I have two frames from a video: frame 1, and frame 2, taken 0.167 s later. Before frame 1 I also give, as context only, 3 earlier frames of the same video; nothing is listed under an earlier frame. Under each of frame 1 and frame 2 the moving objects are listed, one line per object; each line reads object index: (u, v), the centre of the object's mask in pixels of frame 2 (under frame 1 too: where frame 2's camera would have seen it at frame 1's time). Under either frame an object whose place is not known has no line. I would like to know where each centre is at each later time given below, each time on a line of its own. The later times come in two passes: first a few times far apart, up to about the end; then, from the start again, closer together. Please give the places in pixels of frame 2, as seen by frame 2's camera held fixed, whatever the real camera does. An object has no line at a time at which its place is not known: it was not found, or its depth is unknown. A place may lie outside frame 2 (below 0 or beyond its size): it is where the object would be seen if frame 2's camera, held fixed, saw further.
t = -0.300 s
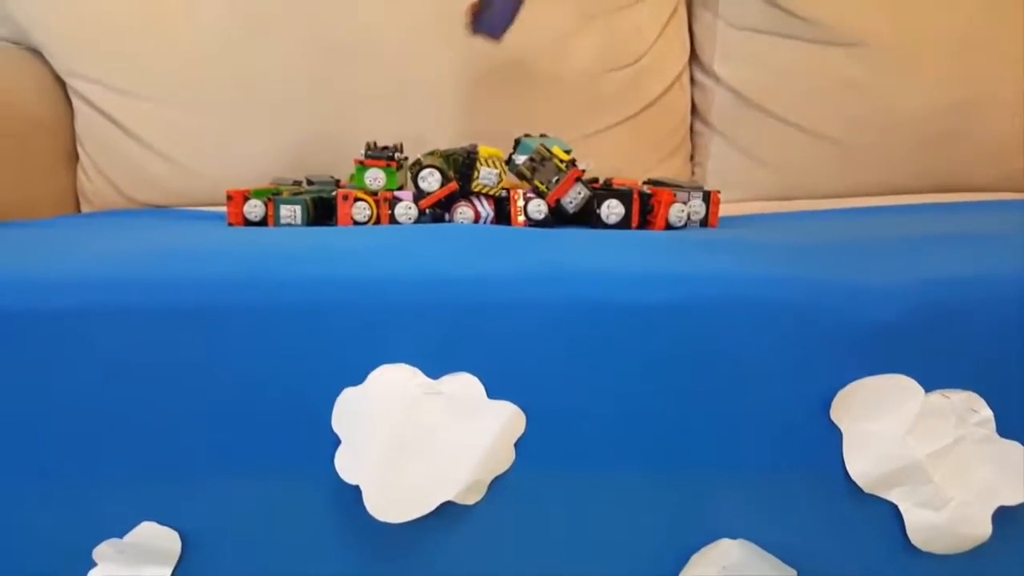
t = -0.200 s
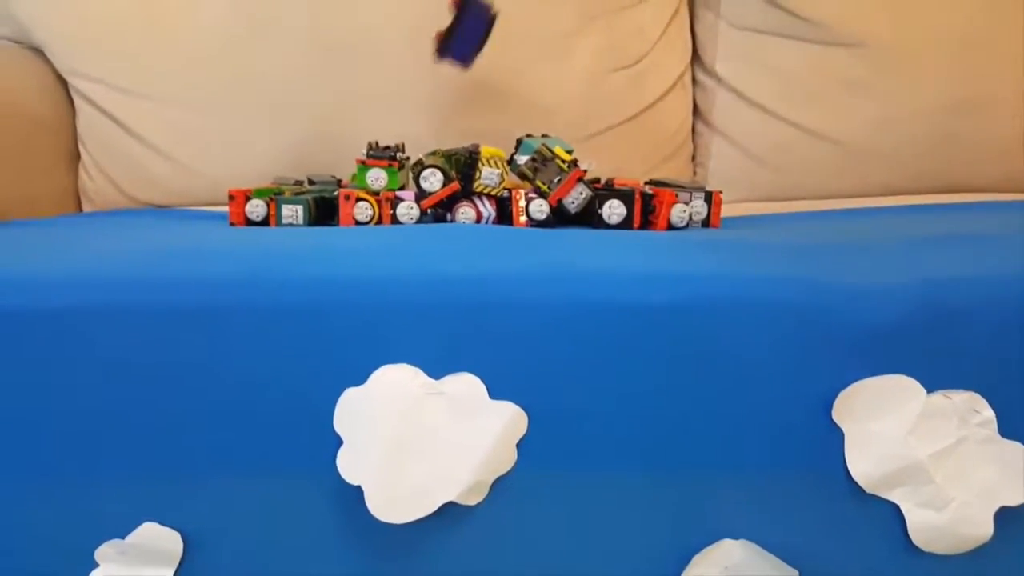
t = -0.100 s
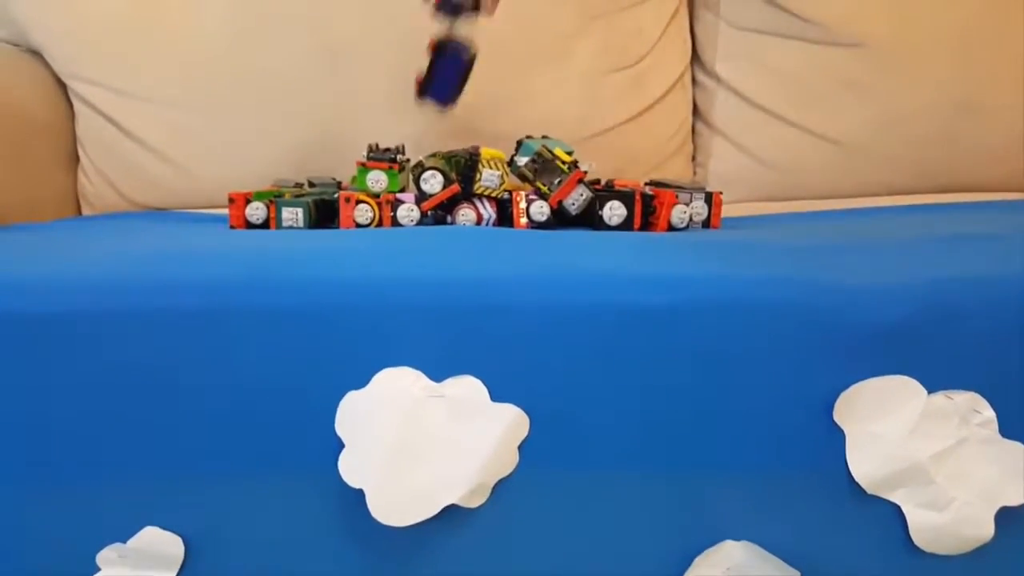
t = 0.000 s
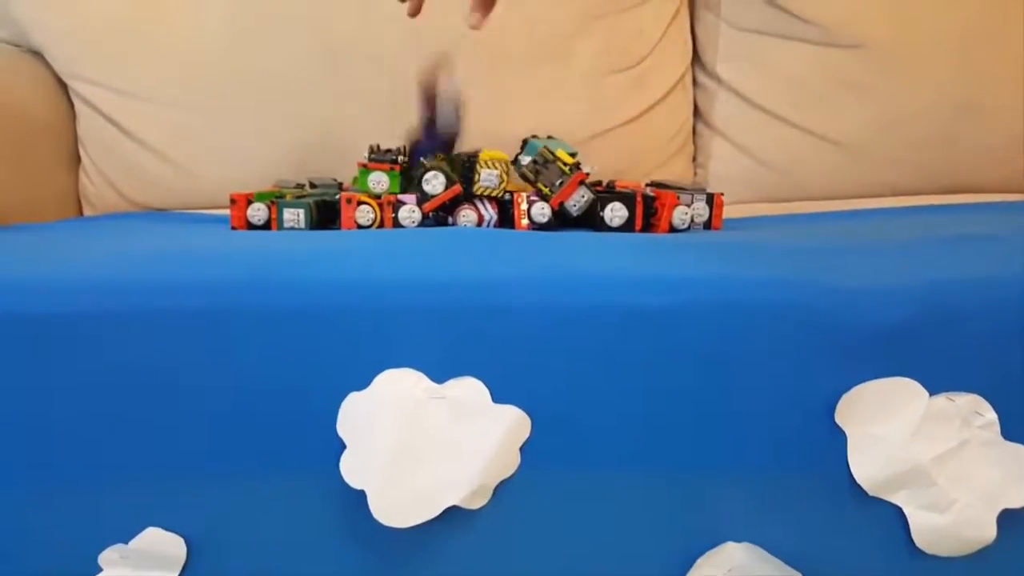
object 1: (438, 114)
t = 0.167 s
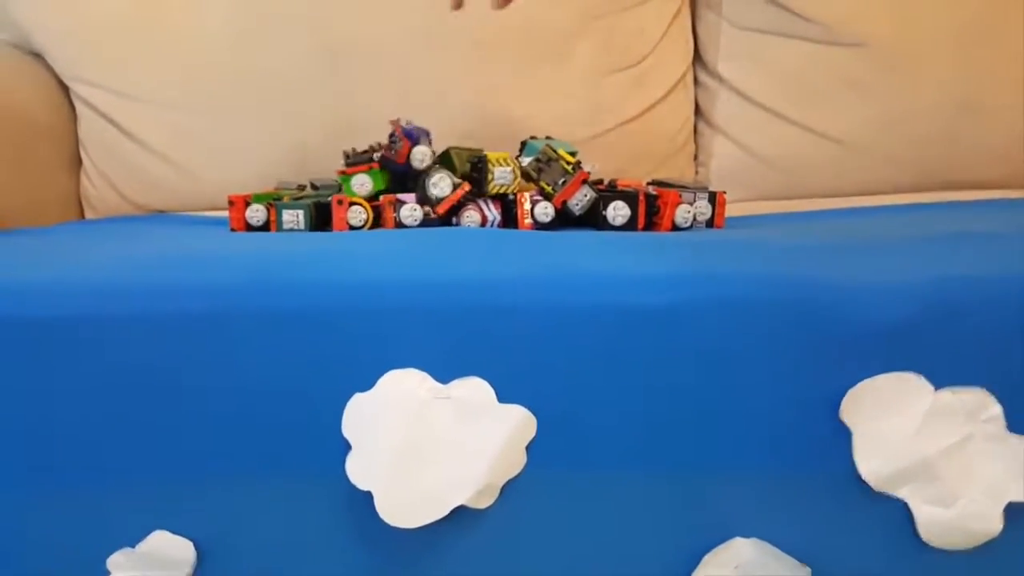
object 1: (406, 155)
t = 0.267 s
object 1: (409, 148)
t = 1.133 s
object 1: (409, 148)
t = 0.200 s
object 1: (408, 149)
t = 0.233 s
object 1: (409, 149)
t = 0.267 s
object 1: (409, 148)
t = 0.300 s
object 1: (408, 148)
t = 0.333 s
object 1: (408, 148)
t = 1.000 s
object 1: (409, 147)
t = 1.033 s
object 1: (409, 147)
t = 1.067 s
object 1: (409, 147)
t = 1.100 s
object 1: (409, 148)
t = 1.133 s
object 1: (409, 148)
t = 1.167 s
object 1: (409, 148)
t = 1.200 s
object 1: (409, 149)
